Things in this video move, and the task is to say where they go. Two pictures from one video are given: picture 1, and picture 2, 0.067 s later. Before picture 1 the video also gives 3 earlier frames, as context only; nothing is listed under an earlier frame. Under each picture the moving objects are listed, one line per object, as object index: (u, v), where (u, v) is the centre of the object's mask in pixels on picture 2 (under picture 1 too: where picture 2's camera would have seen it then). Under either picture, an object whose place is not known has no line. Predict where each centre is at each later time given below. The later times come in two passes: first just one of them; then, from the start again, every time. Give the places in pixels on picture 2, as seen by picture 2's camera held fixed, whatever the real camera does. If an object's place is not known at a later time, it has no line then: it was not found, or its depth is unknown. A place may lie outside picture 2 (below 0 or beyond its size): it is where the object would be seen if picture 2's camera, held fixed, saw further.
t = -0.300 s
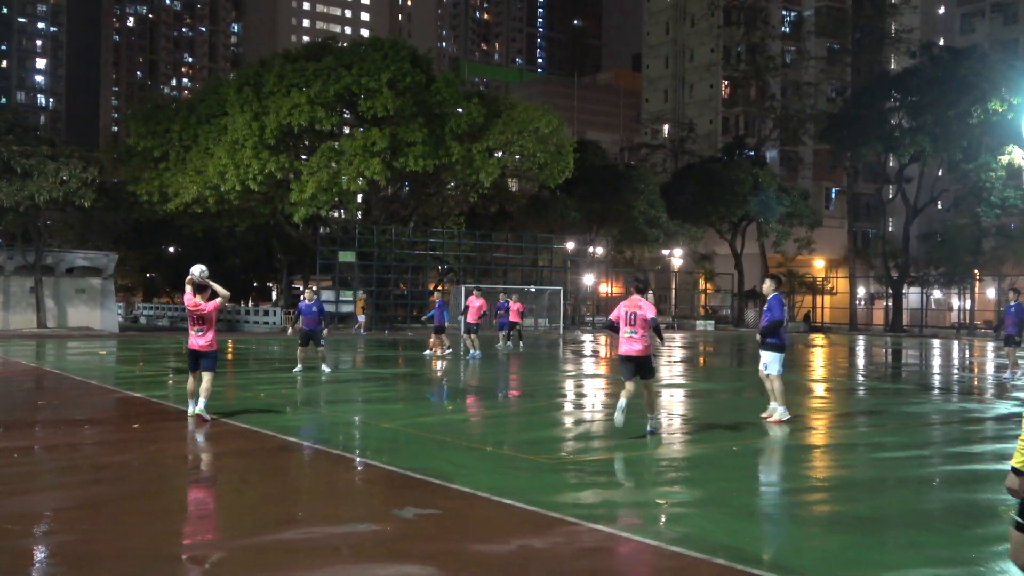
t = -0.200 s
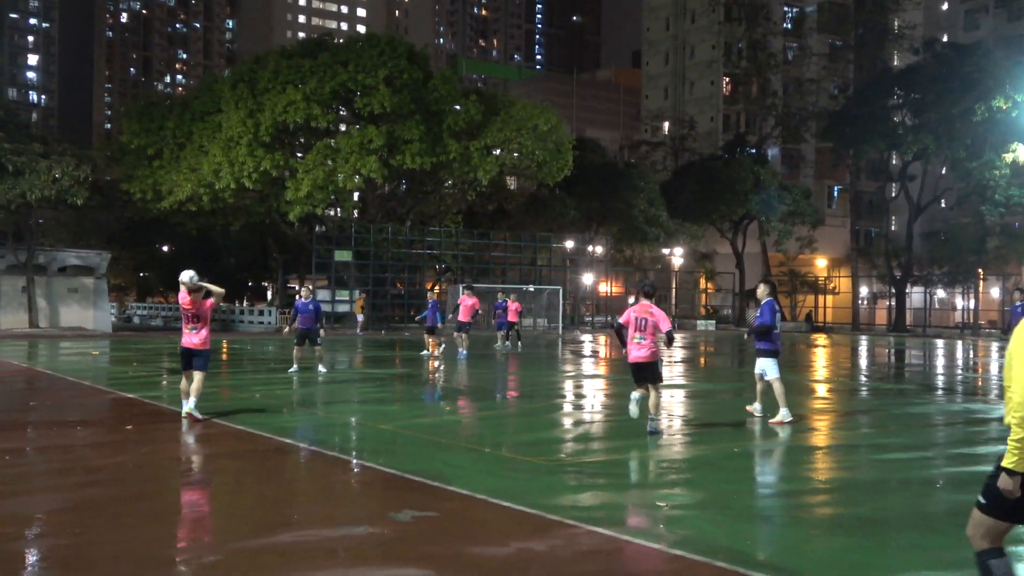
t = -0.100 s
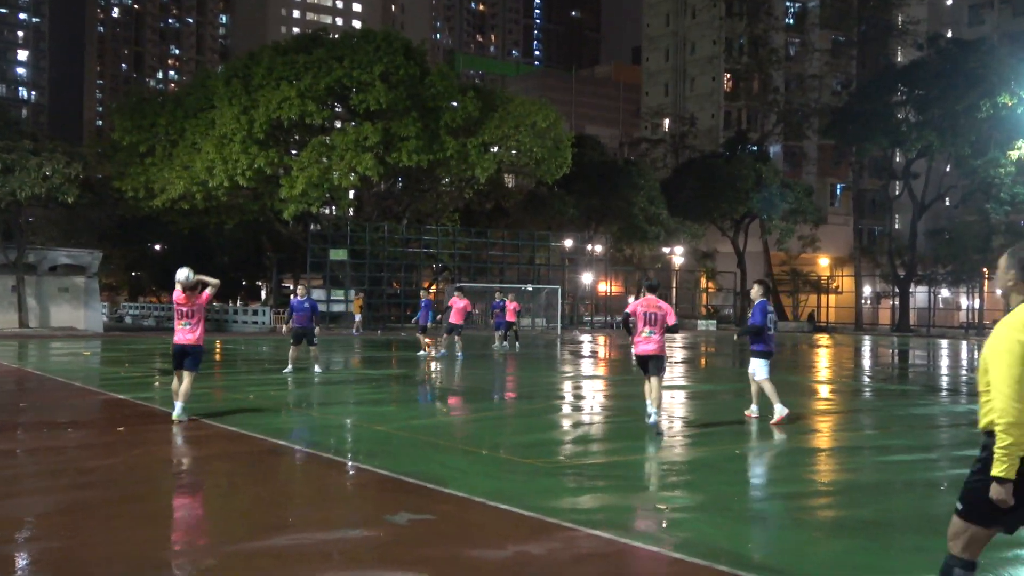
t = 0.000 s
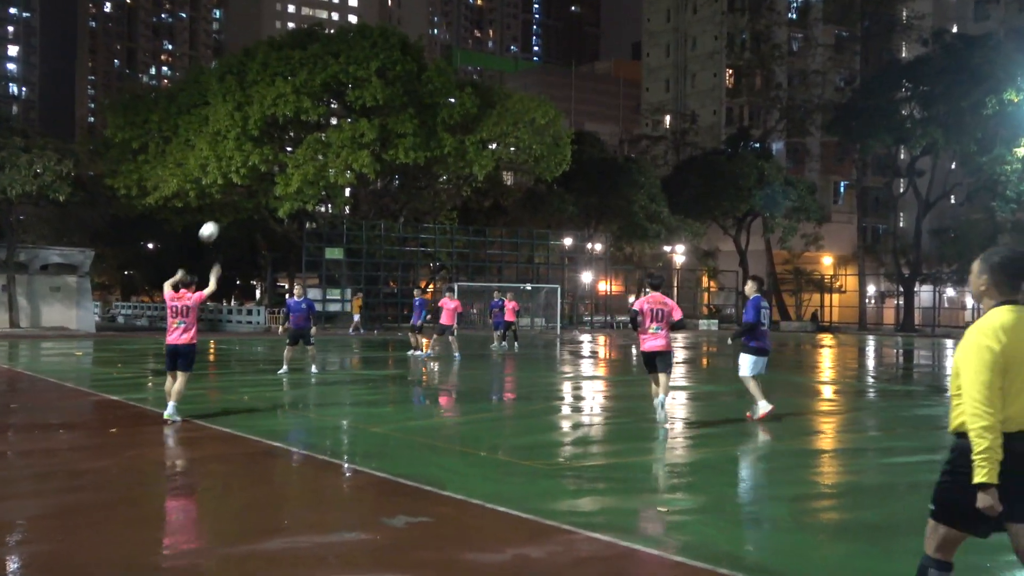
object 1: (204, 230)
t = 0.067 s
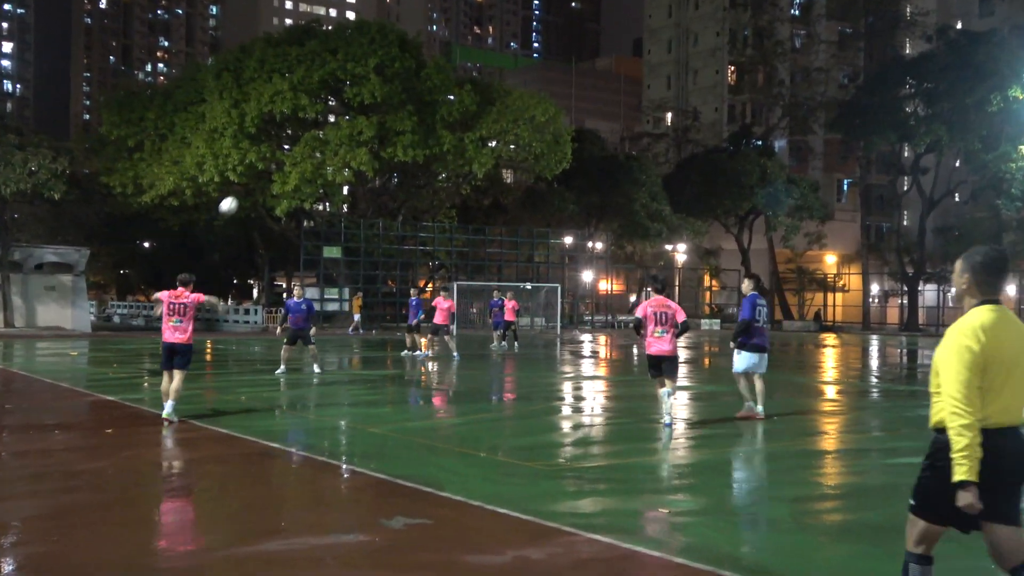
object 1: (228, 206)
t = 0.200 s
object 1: (265, 172)
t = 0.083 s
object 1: (233, 200)
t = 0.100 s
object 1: (238, 195)
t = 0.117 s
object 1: (242, 191)
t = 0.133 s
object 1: (247, 187)
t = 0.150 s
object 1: (252, 183)
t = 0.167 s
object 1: (256, 179)
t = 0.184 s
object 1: (260, 176)
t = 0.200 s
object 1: (265, 172)
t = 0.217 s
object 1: (269, 169)
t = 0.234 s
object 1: (273, 166)
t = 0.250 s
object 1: (276, 164)
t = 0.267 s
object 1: (280, 162)
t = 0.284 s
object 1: (283, 160)
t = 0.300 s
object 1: (288, 157)
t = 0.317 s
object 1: (291, 155)
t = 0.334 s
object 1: (295, 153)
